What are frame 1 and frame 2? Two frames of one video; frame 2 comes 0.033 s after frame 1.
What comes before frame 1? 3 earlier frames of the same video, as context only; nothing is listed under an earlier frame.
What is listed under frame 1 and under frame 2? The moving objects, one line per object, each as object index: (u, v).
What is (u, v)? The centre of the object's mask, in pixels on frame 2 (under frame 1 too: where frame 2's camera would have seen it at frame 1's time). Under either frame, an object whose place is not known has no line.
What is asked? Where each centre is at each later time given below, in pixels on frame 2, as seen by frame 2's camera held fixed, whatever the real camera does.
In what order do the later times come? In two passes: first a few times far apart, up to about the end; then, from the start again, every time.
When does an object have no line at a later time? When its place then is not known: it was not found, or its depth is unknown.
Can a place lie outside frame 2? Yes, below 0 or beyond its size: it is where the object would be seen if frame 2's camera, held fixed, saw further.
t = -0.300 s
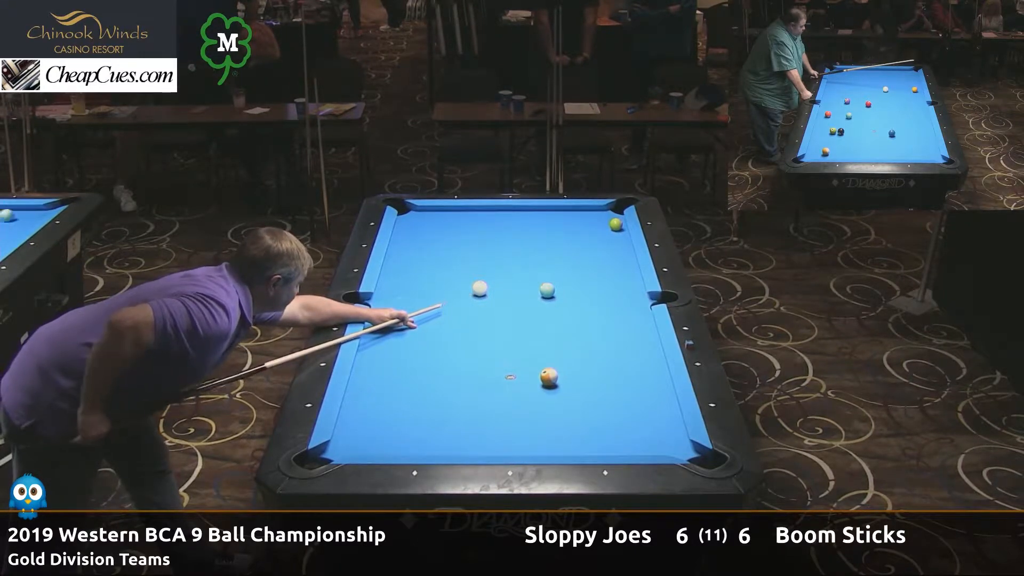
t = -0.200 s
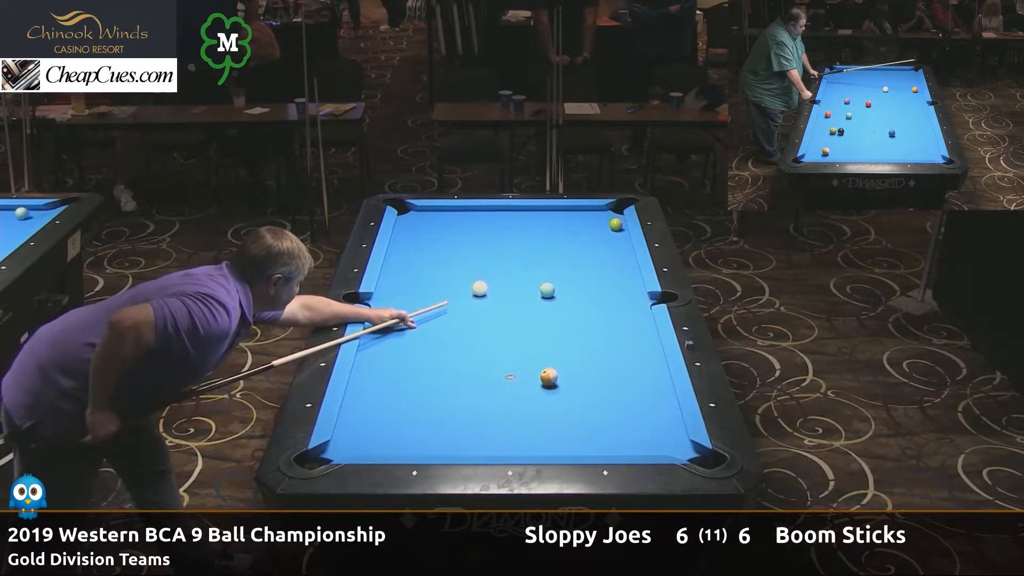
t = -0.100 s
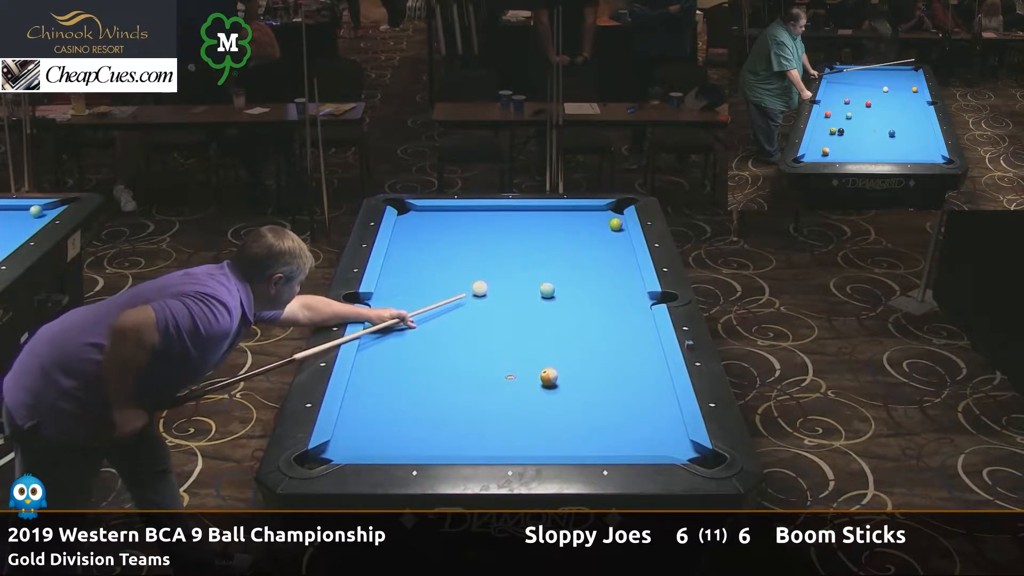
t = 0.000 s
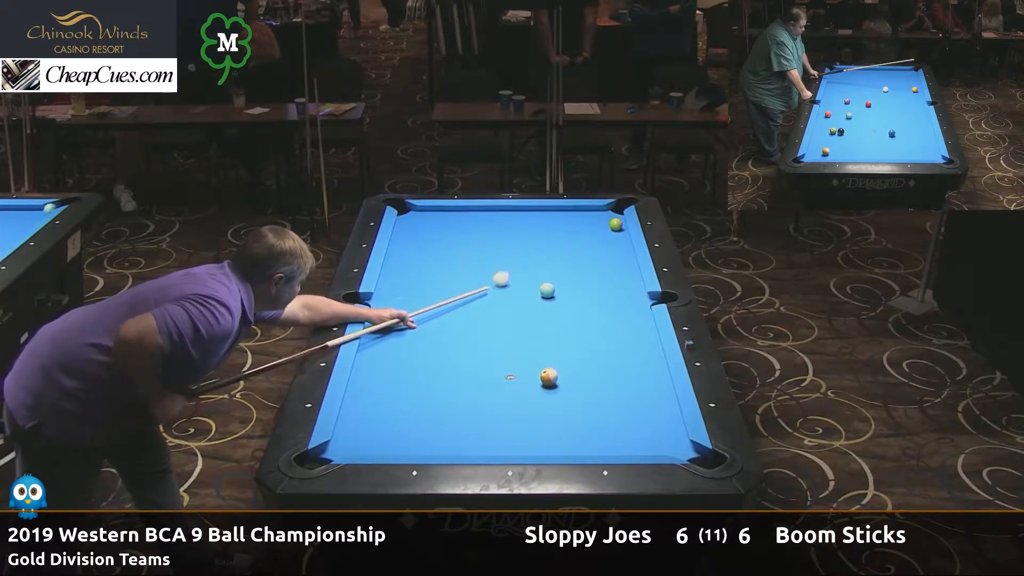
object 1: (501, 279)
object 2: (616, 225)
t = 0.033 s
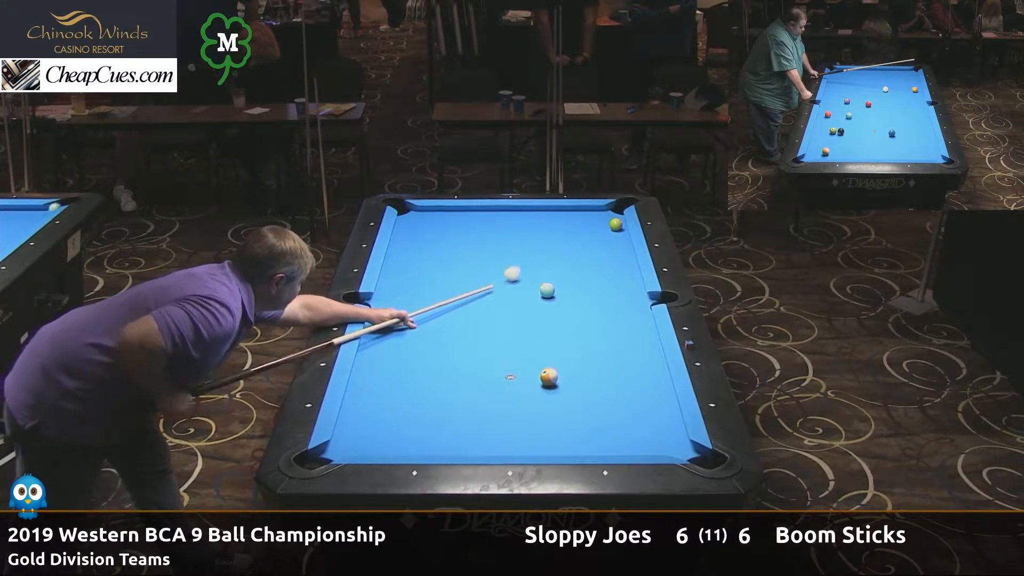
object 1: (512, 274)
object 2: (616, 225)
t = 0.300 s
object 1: (578, 245)
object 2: (616, 225)
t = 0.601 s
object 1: (612, 231)
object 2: (617, 217)
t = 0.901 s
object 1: (580, 233)
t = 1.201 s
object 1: (551, 235)
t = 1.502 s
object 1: (522, 237)
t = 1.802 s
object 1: (495, 239)
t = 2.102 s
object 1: (470, 240)
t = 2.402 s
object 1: (446, 242)
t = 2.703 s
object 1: (423, 243)
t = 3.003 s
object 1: (402, 245)
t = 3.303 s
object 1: (401, 246)
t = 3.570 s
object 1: (410, 246)
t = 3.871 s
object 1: (418, 247)
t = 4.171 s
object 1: (424, 247)
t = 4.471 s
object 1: (430, 248)
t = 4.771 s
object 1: (432, 247)
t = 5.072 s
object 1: (434, 247)
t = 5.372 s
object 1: (434, 247)
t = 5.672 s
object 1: (434, 247)
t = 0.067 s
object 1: (522, 269)
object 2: (616, 225)
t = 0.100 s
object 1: (532, 265)
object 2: (616, 225)
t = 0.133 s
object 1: (541, 261)
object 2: (616, 225)
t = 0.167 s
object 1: (549, 258)
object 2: (616, 225)
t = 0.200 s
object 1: (556, 255)
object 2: (616, 225)
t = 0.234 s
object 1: (564, 252)
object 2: (616, 225)
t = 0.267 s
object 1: (571, 248)
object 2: (616, 225)
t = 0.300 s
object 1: (578, 245)
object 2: (616, 225)
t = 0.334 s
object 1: (585, 242)
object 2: (616, 225)
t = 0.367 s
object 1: (592, 239)
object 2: (616, 225)
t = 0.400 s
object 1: (598, 236)
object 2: (616, 225)
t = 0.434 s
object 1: (605, 233)
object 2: (616, 225)
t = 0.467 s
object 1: (612, 231)
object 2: (617, 223)
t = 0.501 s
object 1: (618, 229)
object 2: (614, 220)
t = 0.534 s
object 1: (620, 229)
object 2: (615, 219)
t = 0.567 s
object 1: (616, 230)
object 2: (617, 218)
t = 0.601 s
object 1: (612, 231)
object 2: (617, 217)
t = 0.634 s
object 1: (608, 231)
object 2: (617, 214)
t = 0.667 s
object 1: (605, 231)
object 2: (617, 213)
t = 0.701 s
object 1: (601, 231)
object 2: (617, 211)
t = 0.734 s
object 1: (597, 232)
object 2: (617, 209)
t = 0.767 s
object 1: (594, 232)
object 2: (617, 208)
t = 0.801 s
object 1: (591, 232)
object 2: (617, 207)
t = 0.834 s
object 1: (587, 232)
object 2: (618, 208)
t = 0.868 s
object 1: (584, 233)
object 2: (619, 211)
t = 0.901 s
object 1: (580, 233)
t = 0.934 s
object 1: (577, 233)
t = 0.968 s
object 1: (574, 233)
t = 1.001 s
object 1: (570, 234)
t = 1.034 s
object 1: (567, 234)
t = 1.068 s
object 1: (564, 234)
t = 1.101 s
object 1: (561, 234)
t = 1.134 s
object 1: (557, 234)
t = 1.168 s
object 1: (554, 235)
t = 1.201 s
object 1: (551, 235)
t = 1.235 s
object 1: (547, 235)
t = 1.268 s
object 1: (544, 235)
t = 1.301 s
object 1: (541, 236)
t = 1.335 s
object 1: (538, 236)
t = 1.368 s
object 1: (535, 236)
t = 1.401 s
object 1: (531, 236)
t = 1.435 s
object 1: (528, 236)
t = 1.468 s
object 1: (525, 237)
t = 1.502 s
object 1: (522, 237)
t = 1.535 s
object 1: (519, 237)
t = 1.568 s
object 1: (516, 237)
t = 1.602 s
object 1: (513, 237)
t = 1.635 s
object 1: (510, 238)
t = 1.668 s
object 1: (507, 238)
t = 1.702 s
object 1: (504, 238)
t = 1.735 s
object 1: (501, 238)
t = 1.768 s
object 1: (498, 238)
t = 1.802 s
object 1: (495, 239)
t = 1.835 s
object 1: (492, 239)
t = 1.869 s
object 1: (490, 239)
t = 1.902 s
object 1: (487, 239)
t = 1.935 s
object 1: (484, 240)
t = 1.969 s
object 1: (481, 240)
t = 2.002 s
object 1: (478, 240)
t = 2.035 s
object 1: (476, 240)
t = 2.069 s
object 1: (473, 240)
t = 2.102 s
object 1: (470, 240)
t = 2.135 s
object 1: (467, 241)
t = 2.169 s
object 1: (465, 241)
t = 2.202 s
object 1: (462, 241)
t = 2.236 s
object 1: (459, 241)
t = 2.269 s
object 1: (456, 241)
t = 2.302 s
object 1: (454, 241)
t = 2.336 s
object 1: (451, 241)
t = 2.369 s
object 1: (449, 242)
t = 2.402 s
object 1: (446, 242)
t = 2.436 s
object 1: (443, 242)
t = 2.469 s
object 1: (441, 242)
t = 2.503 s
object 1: (438, 242)
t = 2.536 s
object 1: (436, 243)
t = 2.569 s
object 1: (433, 243)
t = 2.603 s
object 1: (431, 243)
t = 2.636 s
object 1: (428, 243)
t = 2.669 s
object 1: (426, 243)
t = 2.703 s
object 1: (423, 243)
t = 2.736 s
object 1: (421, 244)
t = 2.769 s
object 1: (419, 243)
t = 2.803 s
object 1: (416, 244)
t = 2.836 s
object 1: (414, 244)
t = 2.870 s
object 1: (411, 244)
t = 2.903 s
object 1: (409, 244)
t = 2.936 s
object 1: (407, 244)
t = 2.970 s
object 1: (404, 245)
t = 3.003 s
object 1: (402, 245)
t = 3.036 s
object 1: (400, 245)
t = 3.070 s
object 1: (398, 245)
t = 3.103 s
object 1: (395, 245)
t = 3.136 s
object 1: (395, 245)
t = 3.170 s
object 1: (396, 245)
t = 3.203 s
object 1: (397, 246)
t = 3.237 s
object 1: (399, 246)
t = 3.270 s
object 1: (400, 246)
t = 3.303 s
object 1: (401, 246)
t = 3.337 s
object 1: (402, 246)
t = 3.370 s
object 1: (403, 246)
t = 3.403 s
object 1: (404, 246)
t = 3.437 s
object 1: (405, 246)
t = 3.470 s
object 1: (406, 246)
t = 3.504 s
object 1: (407, 246)
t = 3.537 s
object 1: (408, 246)
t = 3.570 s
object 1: (410, 246)
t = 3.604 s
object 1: (411, 246)
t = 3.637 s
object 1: (412, 247)
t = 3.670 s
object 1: (412, 247)
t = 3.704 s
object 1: (413, 247)
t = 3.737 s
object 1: (414, 247)
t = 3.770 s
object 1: (415, 247)
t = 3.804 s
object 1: (416, 247)
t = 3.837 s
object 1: (417, 247)
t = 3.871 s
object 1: (418, 247)
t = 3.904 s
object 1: (419, 247)
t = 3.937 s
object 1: (419, 247)
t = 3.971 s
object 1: (420, 247)
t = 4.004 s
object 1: (421, 247)
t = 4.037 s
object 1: (422, 247)
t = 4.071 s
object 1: (422, 247)
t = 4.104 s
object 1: (423, 247)
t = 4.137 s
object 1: (424, 247)
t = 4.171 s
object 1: (424, 247)
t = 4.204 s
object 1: (425, 247)
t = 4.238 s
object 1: (426, 247)
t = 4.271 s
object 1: (426, 247)
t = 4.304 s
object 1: (427, 247)
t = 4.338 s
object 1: (427, 247)
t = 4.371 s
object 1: (428, 247)
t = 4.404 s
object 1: (429, 247)
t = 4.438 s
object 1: (429, 248)
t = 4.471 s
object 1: (430, 248)
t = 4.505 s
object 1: (430, 248)
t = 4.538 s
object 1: (430, 248)
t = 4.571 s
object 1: (431, 248)
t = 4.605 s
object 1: (431, 248)
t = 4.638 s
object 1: (431, 248)
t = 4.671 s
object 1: (432, 247)
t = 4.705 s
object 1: (432, 247)
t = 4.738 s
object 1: (432, 247)
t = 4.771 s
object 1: (432, 247)
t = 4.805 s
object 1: (433, 247)
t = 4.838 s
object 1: (433, 247)
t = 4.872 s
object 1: (433, 247)
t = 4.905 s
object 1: (433, 247)
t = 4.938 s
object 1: (433, 247)
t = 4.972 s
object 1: (433, 247)
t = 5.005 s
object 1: (433, 247)
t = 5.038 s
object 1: (433, 247)
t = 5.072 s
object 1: (434, 247)
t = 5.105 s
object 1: (434, 247)
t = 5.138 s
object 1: (434, 247)
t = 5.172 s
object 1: (434, 247)
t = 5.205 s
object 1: (434, 247)
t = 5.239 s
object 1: (434, 247)
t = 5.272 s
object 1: (434, 247)
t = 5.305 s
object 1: (434, 247)
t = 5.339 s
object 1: (434, 247)
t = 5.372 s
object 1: (434, 247)
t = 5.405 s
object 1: (434, 247)
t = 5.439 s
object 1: (434, 247)
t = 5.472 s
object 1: (434, 247)
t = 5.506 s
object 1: (434, 247)
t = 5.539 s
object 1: (434, 247)
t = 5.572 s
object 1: (434, 247)
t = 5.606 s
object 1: (434, 247)
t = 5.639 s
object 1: (434, 247)
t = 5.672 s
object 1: (434, 247)
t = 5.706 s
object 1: (434, 247)
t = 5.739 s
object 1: (434, 247)
